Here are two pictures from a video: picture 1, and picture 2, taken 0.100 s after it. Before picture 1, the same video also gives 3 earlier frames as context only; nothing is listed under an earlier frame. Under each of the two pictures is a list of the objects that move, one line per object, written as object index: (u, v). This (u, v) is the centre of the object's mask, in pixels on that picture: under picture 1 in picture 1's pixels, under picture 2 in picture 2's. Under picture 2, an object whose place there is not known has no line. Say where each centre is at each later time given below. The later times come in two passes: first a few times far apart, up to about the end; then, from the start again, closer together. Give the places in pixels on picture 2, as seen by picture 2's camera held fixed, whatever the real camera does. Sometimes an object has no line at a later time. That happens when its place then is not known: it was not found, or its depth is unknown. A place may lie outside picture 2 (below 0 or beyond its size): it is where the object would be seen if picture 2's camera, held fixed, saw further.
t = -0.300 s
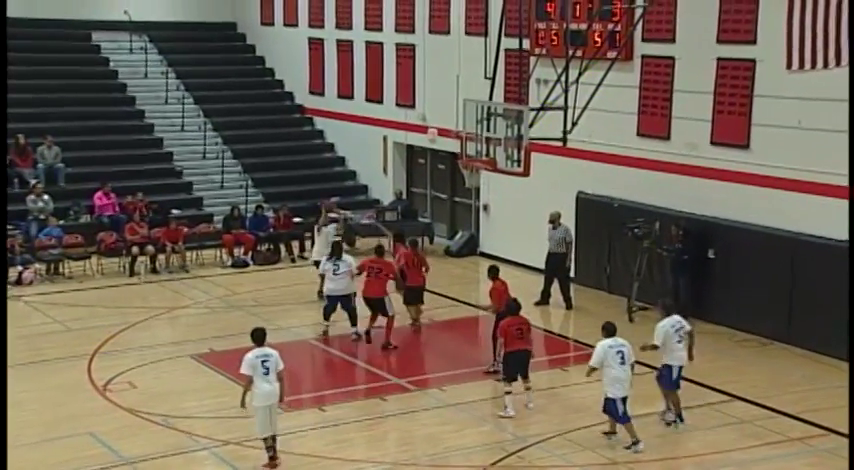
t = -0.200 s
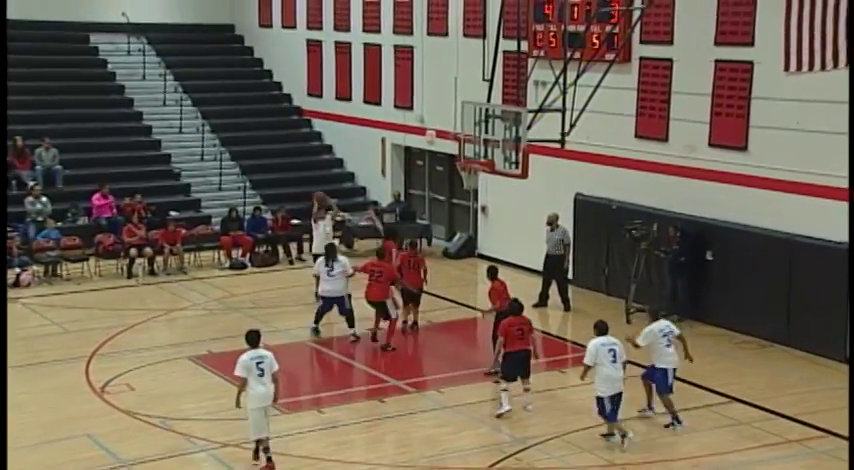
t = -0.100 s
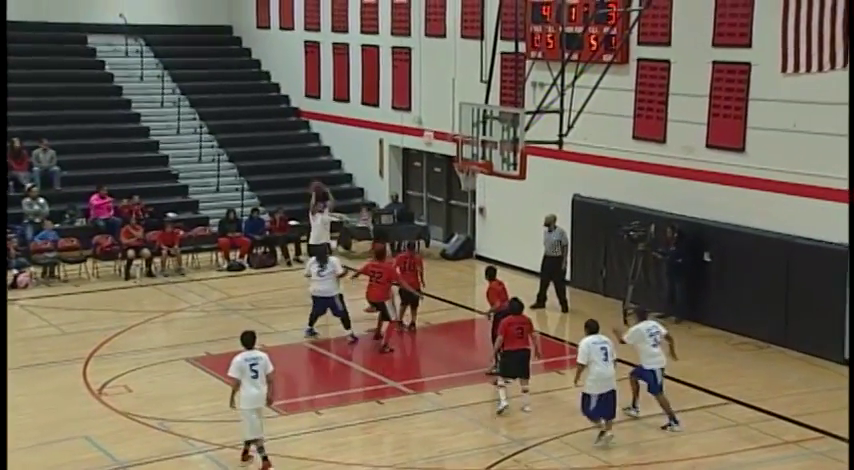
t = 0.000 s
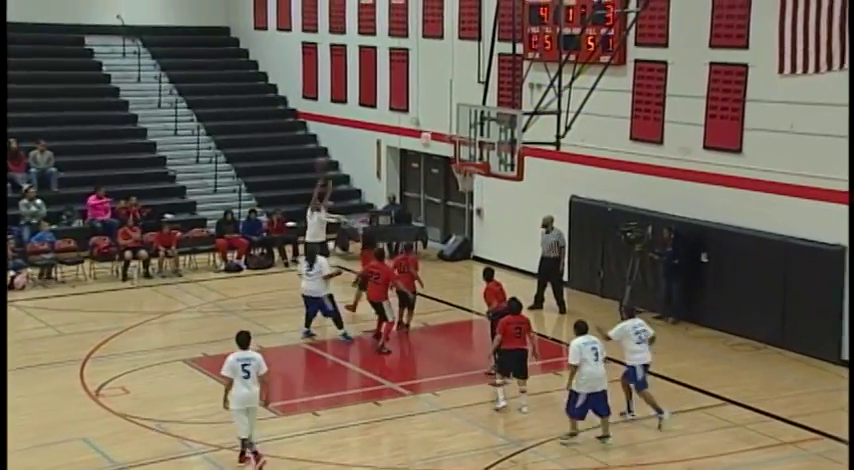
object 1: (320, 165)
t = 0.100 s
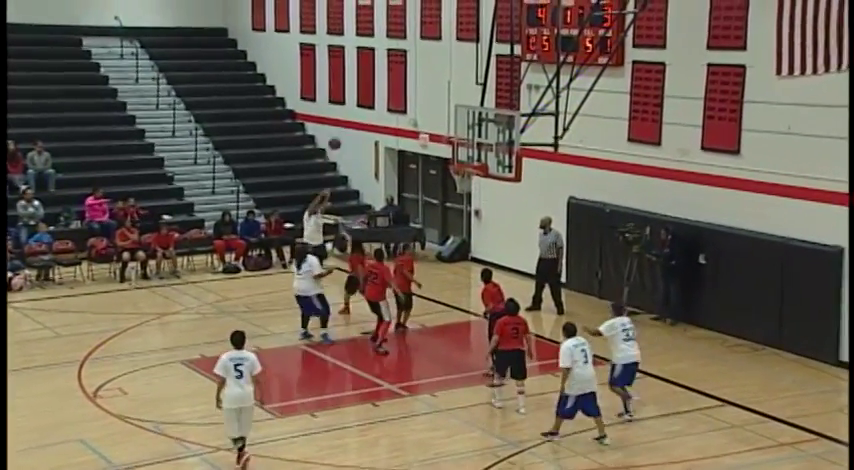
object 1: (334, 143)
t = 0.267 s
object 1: (359, 115)
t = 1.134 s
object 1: (494, 149)
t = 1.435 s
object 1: (527, 175)
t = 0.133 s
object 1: (339, 137)
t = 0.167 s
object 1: (344, 131)
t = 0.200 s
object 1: (348, 125)
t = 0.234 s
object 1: (355, 119)
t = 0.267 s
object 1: (359, 115)
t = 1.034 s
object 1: (484, 152)
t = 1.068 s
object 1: (487, 151)
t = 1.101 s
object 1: (491, 149)
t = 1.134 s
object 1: (494, 149)
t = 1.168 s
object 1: (498, 150)
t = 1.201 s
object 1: (500, 149)
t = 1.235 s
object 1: (502, 150)
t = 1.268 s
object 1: (509, 153)
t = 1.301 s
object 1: (512, 155)
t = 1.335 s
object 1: (516, 157)
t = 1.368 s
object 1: (521, 163)
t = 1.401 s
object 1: (525, 168)
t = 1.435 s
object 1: (527, 175)
